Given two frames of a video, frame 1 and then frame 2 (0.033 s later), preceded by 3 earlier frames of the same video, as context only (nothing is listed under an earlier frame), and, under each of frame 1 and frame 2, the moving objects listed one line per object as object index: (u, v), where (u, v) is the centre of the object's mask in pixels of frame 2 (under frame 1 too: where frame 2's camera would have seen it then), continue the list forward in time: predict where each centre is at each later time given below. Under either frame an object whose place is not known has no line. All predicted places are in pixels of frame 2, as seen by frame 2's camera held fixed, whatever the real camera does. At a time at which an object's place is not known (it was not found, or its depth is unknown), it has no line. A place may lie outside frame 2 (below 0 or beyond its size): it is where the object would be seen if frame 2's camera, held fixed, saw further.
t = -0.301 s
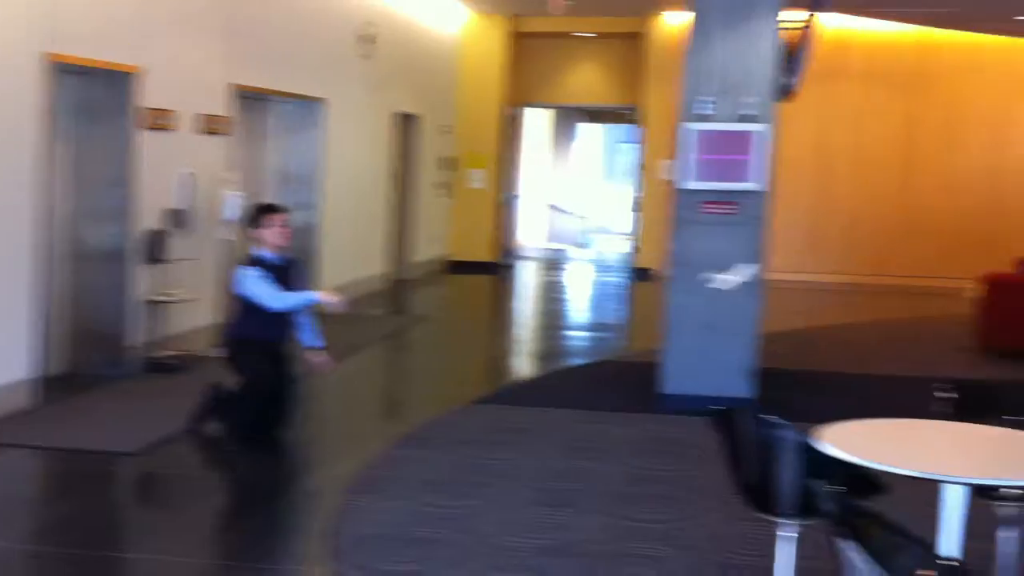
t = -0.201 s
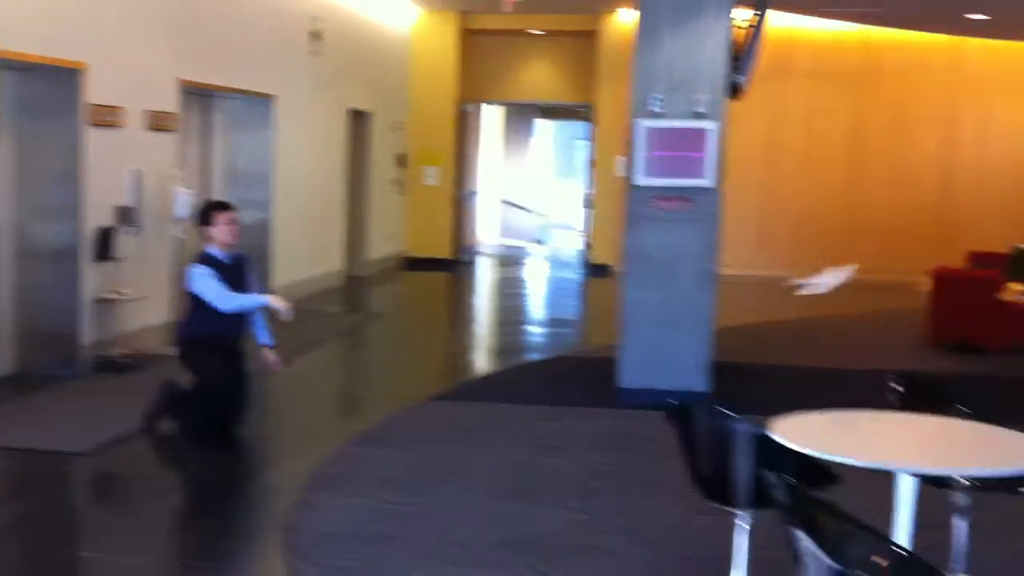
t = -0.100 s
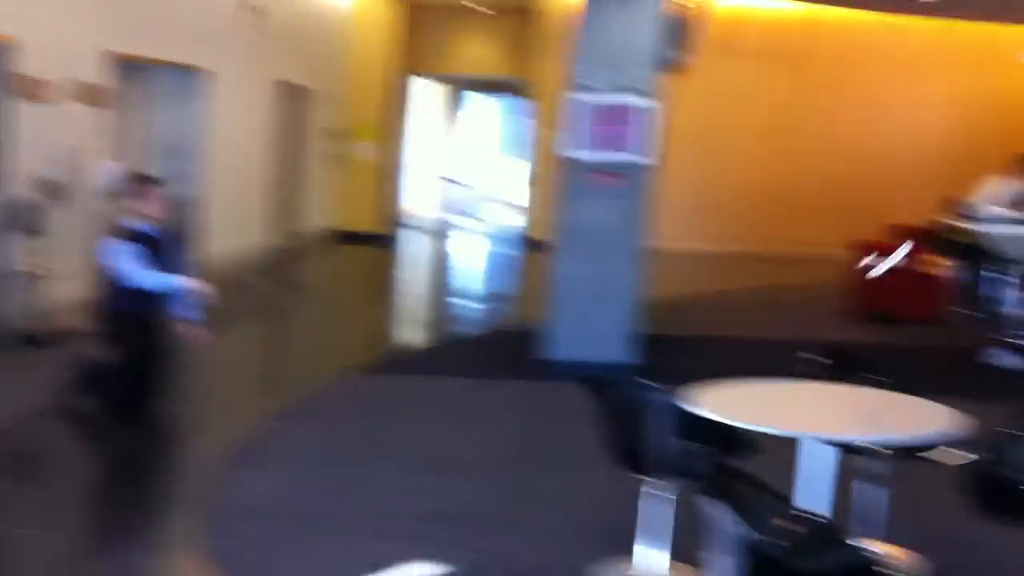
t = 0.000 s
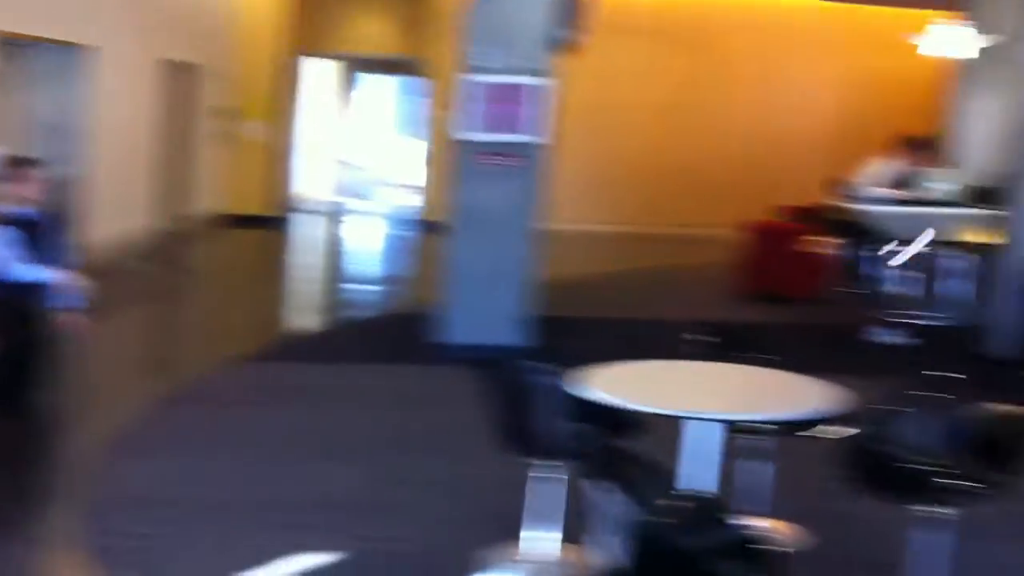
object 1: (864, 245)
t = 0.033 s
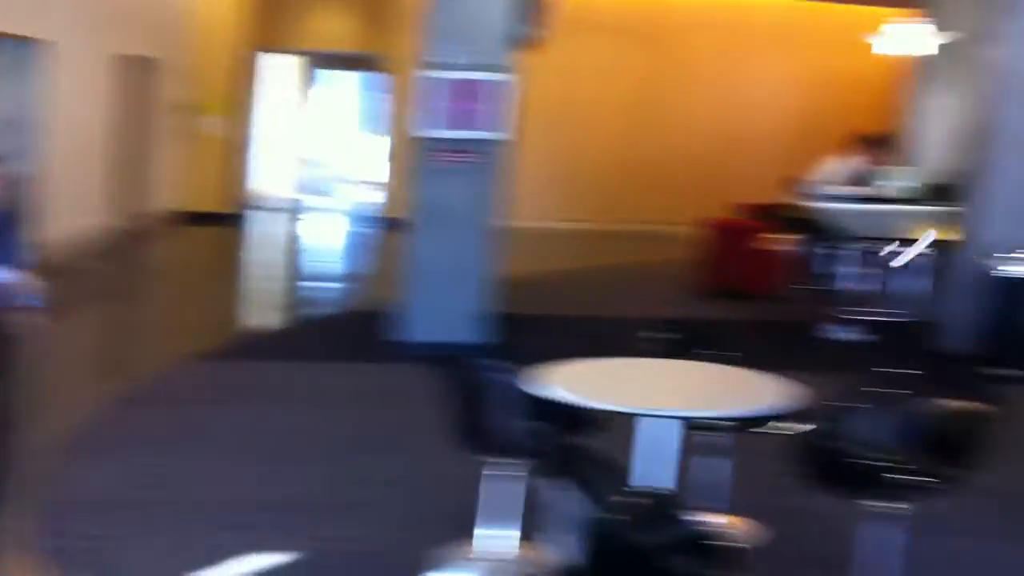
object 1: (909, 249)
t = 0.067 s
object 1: (955, 253)
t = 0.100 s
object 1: (1002, 259)
